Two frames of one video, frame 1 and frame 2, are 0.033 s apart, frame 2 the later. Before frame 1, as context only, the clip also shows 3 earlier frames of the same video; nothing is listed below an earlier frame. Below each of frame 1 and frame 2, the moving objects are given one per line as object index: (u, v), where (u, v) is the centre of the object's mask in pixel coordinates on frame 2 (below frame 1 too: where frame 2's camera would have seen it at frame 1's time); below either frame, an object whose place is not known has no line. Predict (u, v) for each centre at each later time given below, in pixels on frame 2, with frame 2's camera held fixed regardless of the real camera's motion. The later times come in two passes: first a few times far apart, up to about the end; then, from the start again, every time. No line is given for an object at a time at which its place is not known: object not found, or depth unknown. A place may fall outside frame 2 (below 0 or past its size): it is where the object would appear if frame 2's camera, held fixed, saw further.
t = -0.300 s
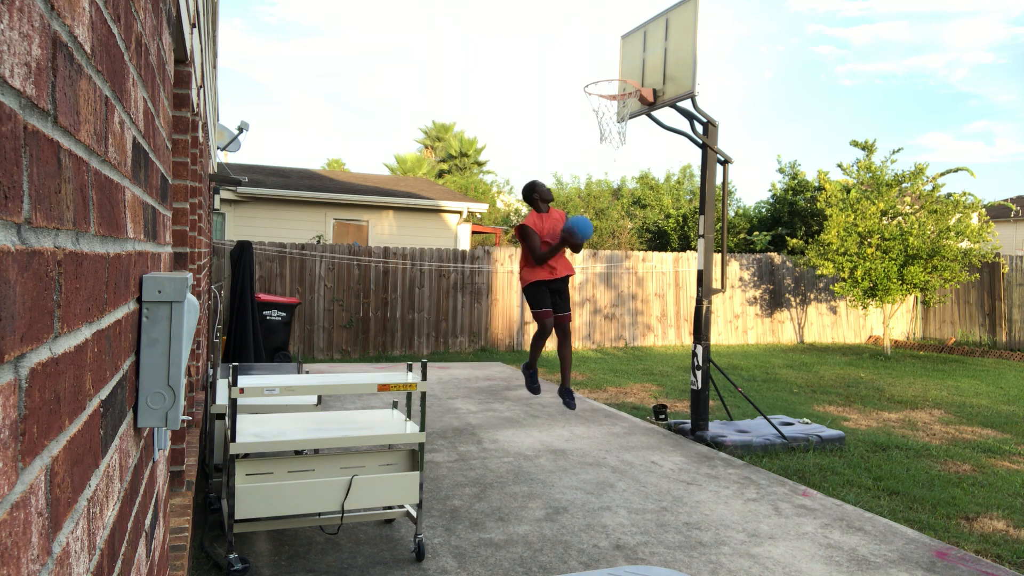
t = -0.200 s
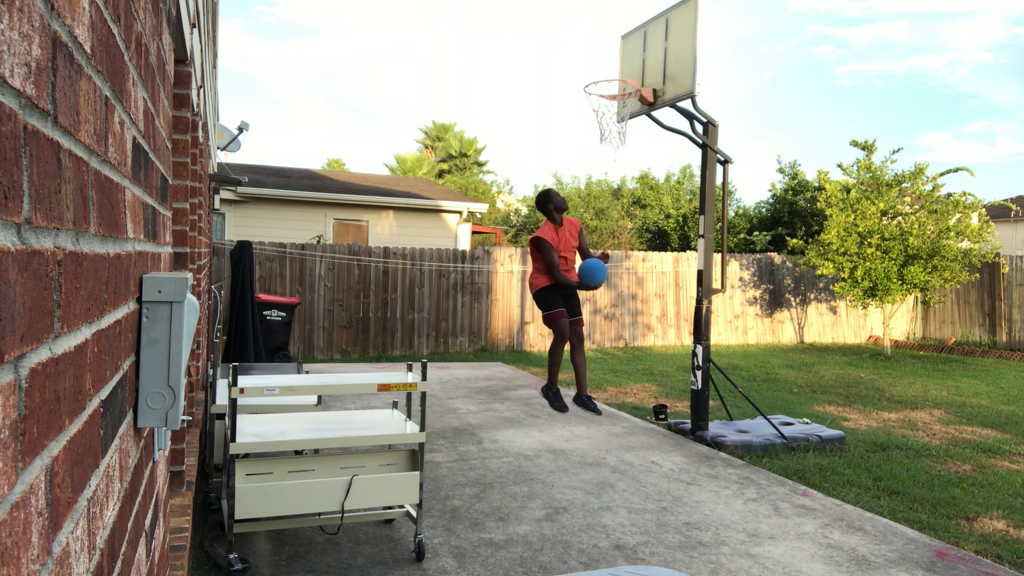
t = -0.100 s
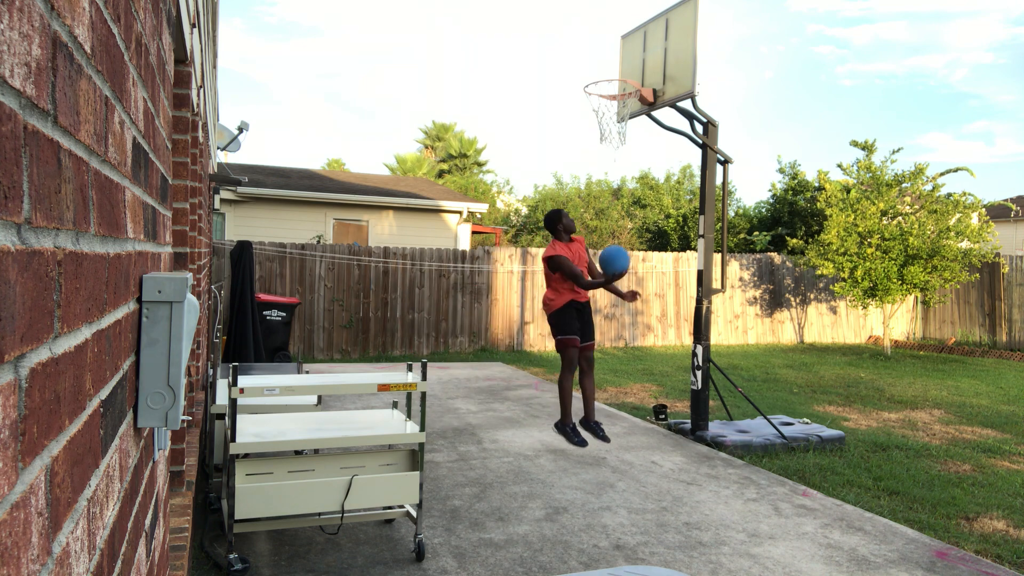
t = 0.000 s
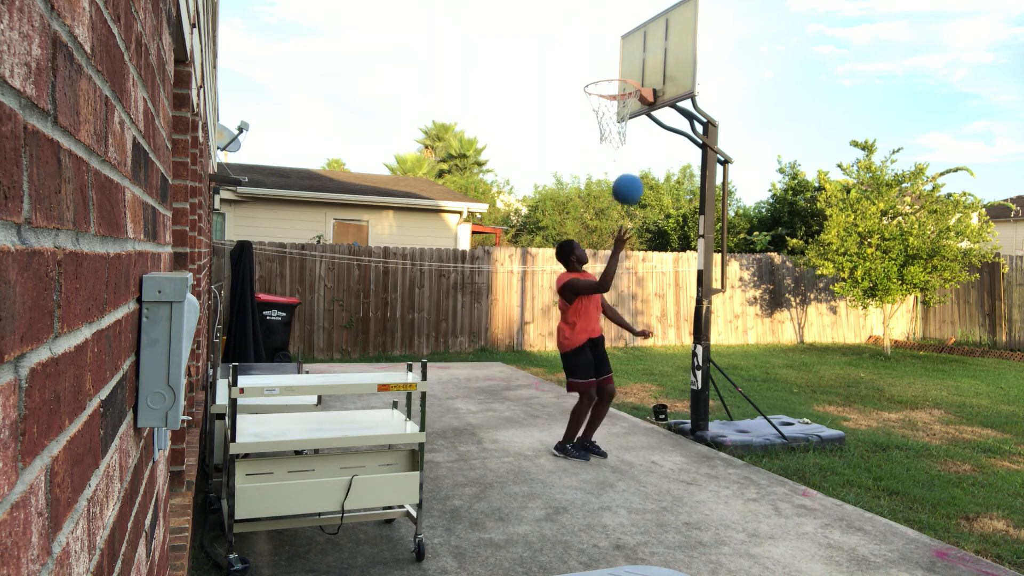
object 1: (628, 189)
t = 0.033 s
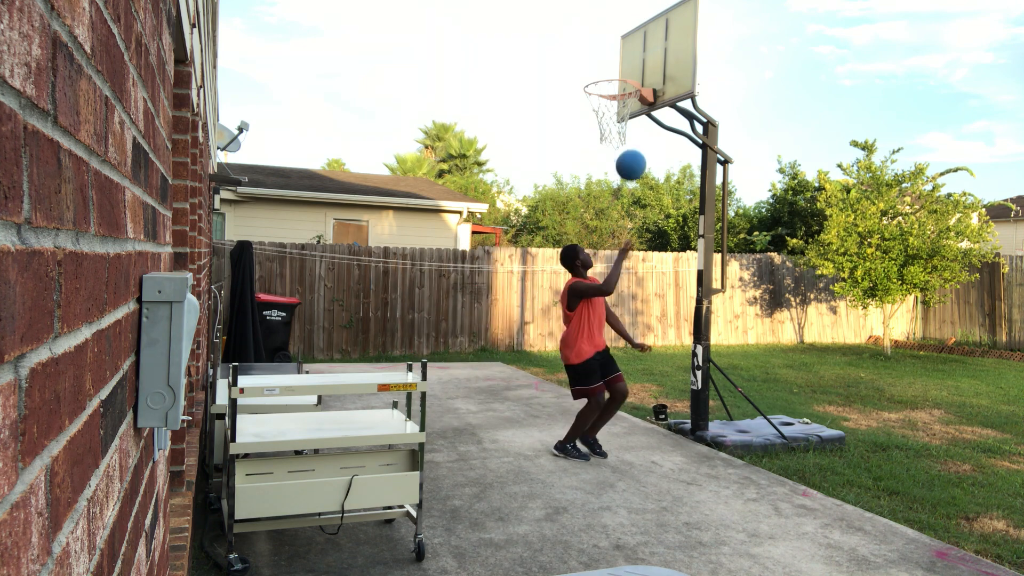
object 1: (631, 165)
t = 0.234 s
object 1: (648, 63)
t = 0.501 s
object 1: (664, 22)
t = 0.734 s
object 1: (630, 56)
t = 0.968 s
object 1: (600, 130)
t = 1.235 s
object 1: (576, 230)
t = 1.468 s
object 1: (554, 374)
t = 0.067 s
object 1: (634, 143)
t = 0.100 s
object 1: (637, 122)
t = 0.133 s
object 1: (640, 105)
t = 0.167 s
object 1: (643, 89)
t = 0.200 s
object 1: (645, 75)
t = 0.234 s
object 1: (648, 63)
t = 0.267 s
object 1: (651, 52)
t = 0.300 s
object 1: (653, 43)
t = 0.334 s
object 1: (655, 35)
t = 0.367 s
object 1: (658, 30)
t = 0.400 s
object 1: (660, 25)
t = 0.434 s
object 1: (662, 23)
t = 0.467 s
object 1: (664, 22)
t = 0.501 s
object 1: (664, 22)
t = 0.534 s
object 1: (659, 23)
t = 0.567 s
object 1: (654, 25)
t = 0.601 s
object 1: (650, 29)
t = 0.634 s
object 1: (645, 34)
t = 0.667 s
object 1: (639, 40)
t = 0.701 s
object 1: (634, 47)
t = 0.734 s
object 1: (630, 56)
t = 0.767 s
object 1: (625, 66)
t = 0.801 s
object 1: (620, 76)
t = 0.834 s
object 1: (615, 89)
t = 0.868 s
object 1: (610, 101)
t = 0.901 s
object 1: (606, 113)
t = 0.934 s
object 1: (602, 123)
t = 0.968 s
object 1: (600, 130)
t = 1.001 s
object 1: (597, 139)
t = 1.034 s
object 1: (594, 148)
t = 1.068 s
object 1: (591, 159)
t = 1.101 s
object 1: (589, 171)
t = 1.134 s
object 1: (585, 184)
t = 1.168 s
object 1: (582, 198)
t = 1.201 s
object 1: (579, 214)
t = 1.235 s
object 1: (576, 230)
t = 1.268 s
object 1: (573, 247)
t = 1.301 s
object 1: (570, 266)
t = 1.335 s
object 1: (567, 285)
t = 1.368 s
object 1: (564, 306)
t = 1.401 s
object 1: (561, 328)
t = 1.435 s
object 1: (558, 351)
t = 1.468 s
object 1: (554, 374)
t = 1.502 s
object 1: (551, 399)
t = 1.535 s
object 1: (548, 424)
